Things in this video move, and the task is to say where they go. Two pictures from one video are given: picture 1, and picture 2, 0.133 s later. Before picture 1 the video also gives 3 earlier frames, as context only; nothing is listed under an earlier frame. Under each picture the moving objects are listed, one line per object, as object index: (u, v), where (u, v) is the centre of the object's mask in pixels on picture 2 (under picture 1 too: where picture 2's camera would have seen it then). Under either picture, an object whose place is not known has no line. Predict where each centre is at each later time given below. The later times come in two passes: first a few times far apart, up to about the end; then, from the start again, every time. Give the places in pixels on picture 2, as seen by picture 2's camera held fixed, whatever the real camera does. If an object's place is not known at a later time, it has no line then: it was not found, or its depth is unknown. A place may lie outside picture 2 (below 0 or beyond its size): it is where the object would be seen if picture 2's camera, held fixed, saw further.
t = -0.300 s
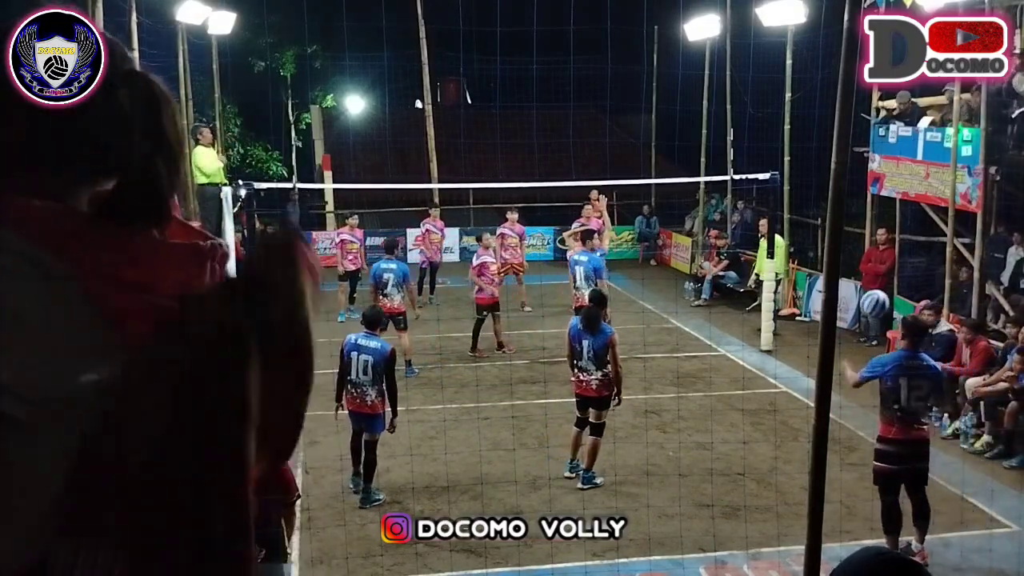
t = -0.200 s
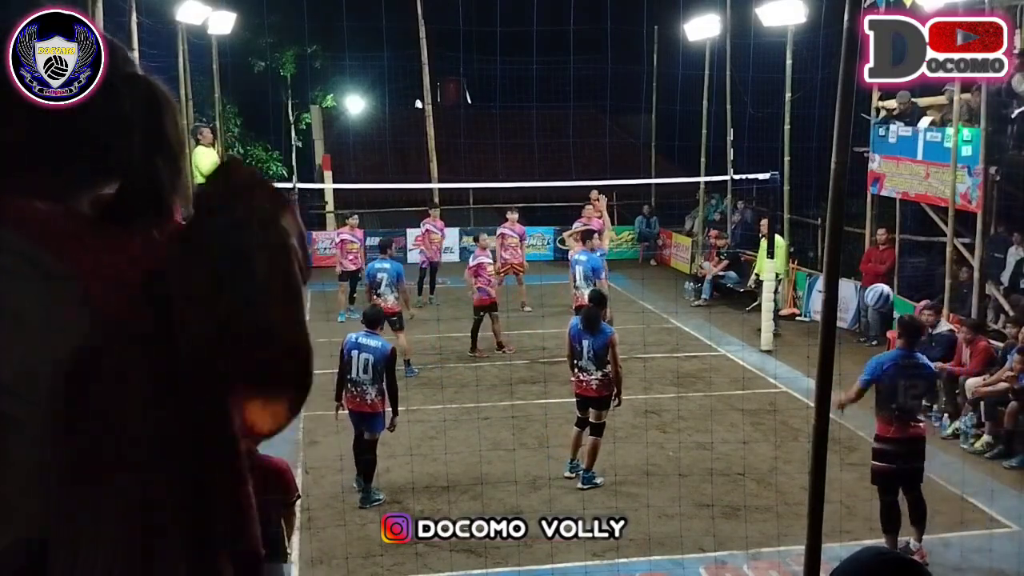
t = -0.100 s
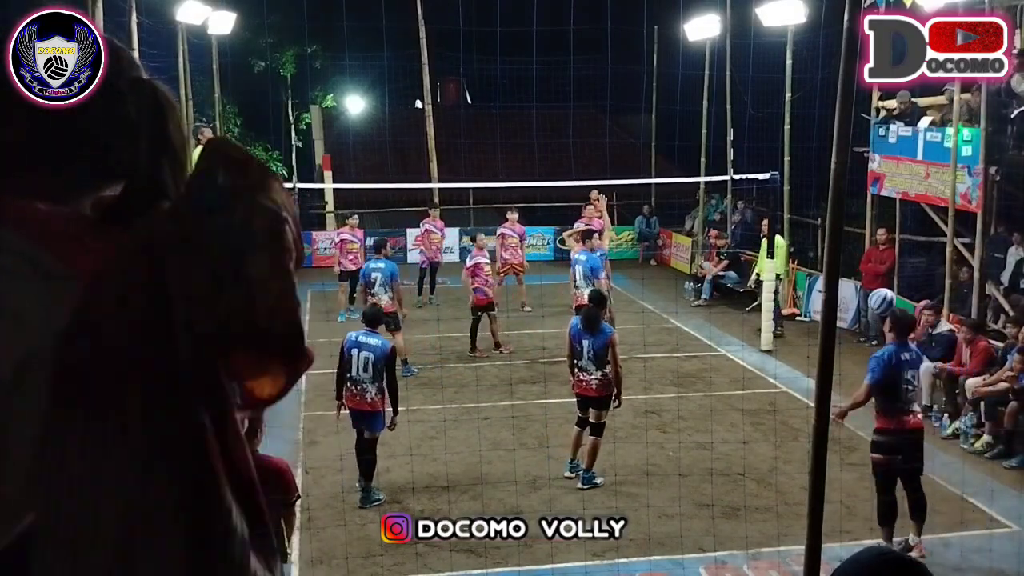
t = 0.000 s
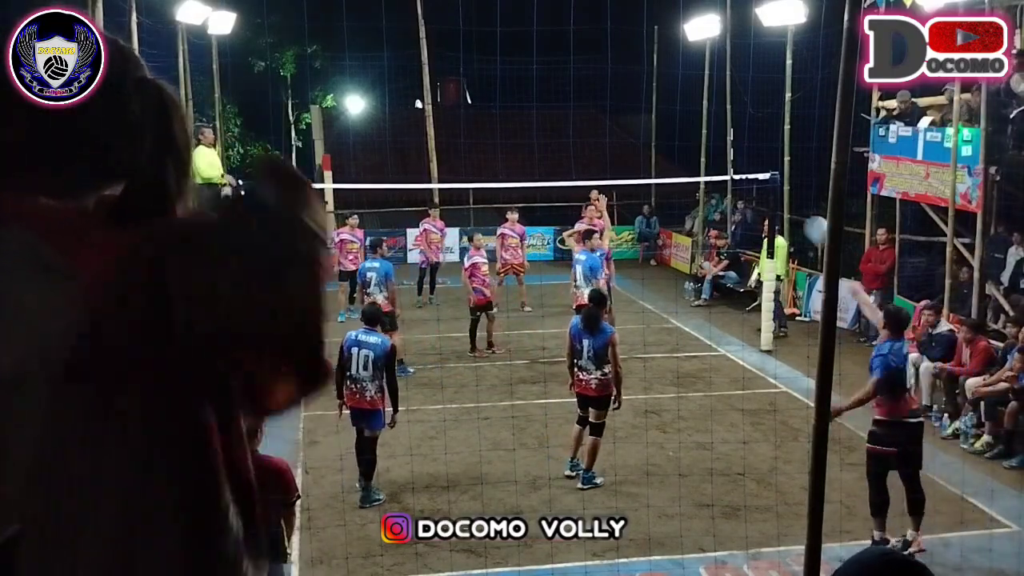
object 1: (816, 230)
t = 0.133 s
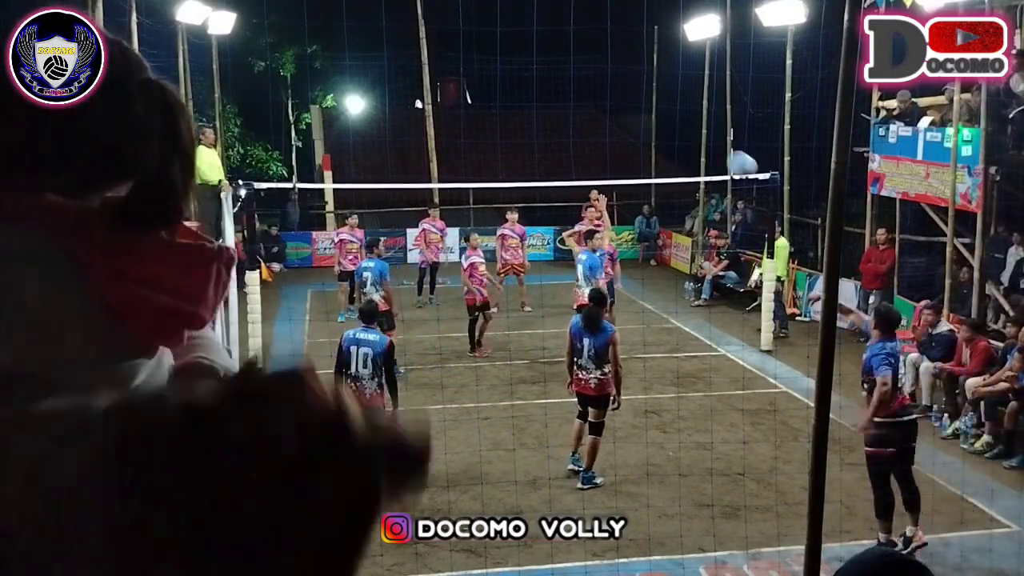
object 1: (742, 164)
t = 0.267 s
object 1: (681, 131)
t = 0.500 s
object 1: (605, 123)
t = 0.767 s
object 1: (540, 163)
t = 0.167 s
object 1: (725, 153)
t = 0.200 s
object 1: (710, 144)
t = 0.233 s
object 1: (695, 137)
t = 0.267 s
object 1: (681, 131)
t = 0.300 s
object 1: (669, 127)
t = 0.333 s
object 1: (657, 124)
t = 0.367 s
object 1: (645, 123)
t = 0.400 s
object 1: (635, 121)
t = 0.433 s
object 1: (625, 121)
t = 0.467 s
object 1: (614, 122)
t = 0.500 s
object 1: (605, 123)
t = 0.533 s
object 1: (595, 125)
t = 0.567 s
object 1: (586, 128)
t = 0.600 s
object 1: (577, 132)
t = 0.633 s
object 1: (569, 137)
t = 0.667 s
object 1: (561, 142)
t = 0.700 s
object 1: (554, 149)
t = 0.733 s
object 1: (546, 155)
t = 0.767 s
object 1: (540, 163)
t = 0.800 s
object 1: (533, 171)
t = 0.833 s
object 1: (527, 177)
